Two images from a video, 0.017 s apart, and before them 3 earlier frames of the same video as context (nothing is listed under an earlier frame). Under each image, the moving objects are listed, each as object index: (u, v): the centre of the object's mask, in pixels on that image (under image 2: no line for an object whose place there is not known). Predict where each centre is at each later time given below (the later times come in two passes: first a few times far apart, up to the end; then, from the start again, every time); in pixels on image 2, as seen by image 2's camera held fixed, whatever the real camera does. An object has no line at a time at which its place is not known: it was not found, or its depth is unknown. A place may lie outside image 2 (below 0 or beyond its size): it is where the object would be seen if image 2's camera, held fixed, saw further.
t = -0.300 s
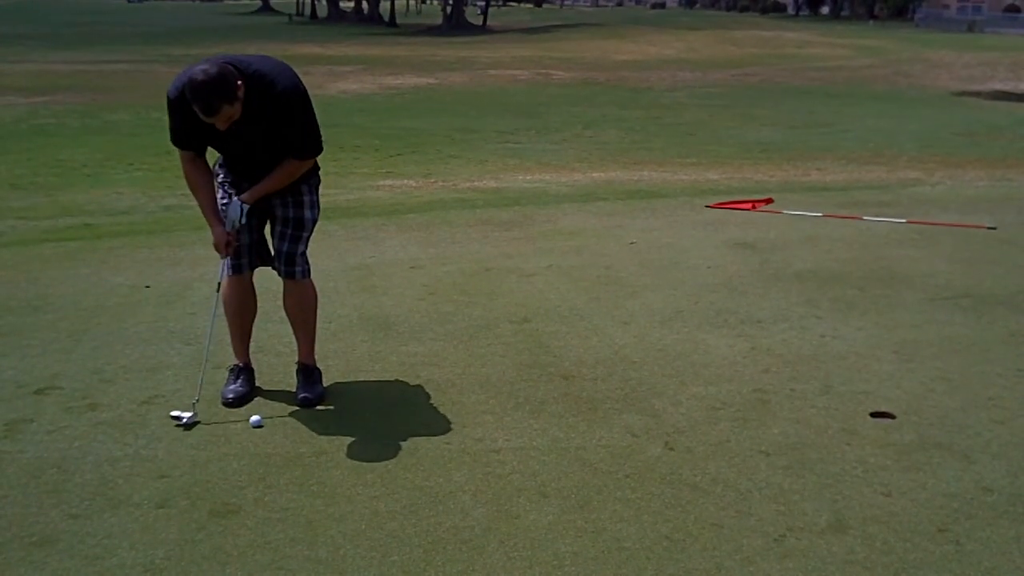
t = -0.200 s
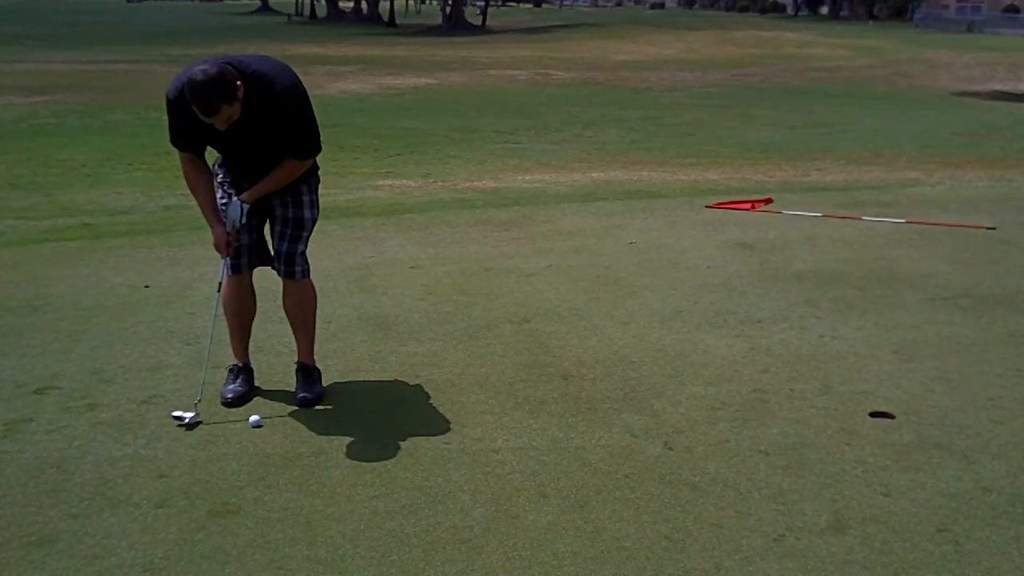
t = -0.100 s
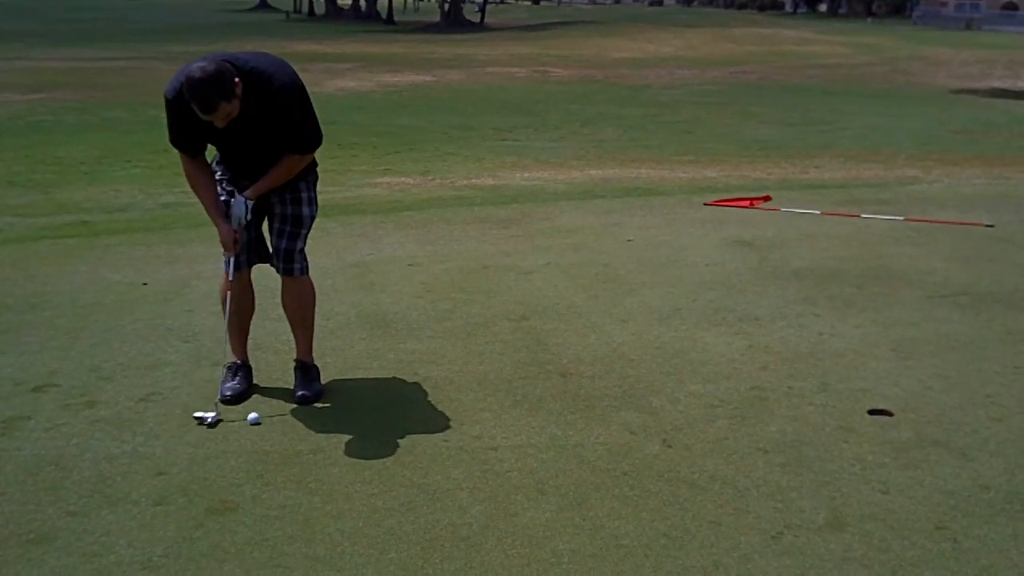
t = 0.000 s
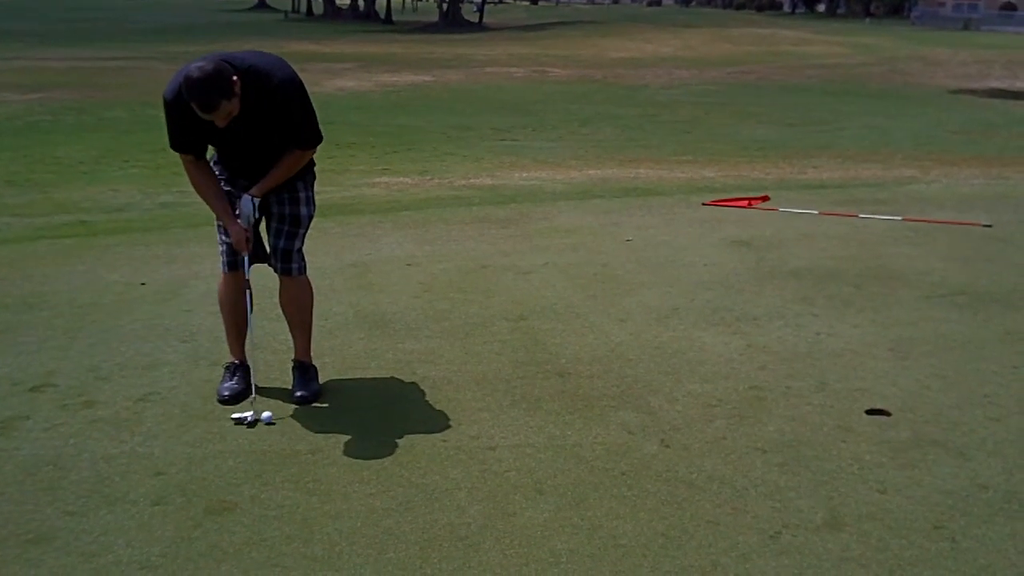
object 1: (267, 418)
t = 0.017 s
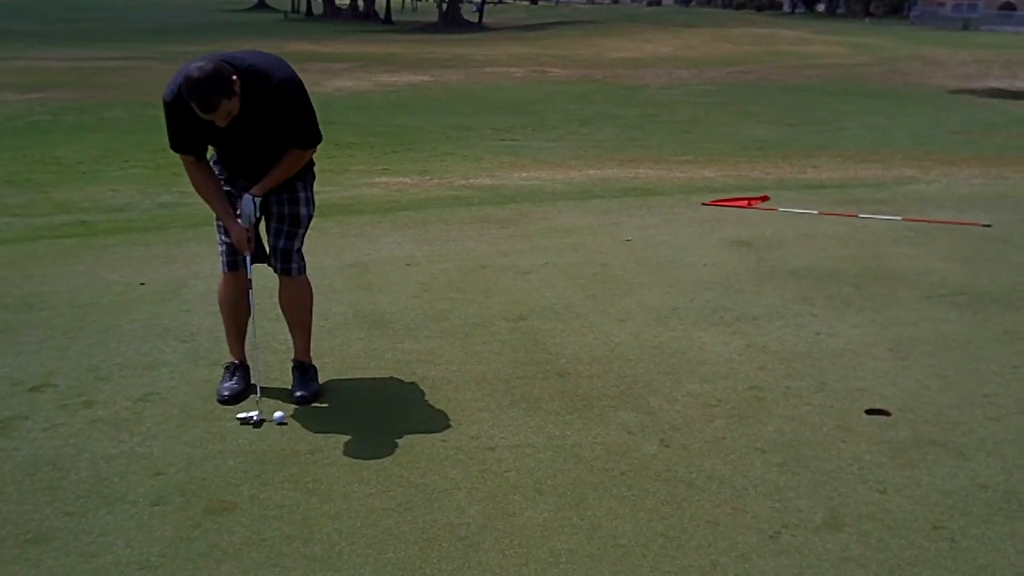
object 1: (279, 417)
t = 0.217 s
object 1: (392, 417)
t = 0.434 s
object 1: (488, 416)
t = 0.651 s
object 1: (575, 415)
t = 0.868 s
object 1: (651, 414)
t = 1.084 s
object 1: (718, 412)
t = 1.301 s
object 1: (773, 411)
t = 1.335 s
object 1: (781, 411)
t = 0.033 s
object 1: (291, 418)
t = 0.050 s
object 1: (302, 418)
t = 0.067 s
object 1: (313, 418)
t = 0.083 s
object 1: (323, 417)
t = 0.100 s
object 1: (333, 417)
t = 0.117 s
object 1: (343, 417)
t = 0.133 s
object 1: (351, 417)
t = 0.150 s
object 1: (359, 417)
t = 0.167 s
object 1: (367, 417)
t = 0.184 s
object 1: (376, 417)
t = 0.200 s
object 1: (383, 417)
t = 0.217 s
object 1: (392, 417)
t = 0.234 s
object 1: (399, 416)
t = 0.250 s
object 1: (407, 417)
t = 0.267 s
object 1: (414, 416)
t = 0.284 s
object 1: (422, 416)
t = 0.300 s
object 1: (430, 416)
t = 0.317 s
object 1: (437, 416)
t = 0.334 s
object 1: (445, 416)
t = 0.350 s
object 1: (452, 416)
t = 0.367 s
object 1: (459, 416)
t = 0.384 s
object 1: (466, 416)
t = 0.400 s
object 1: (474, 416)
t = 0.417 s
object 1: (481, 416)
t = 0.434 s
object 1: (488, 416)
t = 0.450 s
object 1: (495, 416)
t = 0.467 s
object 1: (502, 416)
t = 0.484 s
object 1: (509, 416)
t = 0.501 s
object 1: (516, 416)
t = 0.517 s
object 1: (522, 416)
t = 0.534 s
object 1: (529, 415)
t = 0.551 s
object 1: (536, 415)
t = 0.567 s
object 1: (543, 415)
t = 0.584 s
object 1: (549, 415)
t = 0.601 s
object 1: (556, 415)
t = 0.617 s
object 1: (562, 415)
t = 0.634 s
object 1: (568, 415)
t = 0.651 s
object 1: (575, 415)
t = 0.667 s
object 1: (581, 415)
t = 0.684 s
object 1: (587, 415)
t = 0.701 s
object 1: (593, 415)
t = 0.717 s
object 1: (599, 415)
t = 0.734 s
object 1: (605, 415)
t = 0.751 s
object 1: (611, 415)
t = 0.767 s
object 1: (617, 414)
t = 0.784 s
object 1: (623, 414)
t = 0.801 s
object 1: (629, 414)
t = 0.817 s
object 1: (635, 414)
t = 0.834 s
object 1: (640, 414)
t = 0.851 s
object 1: (646, 414)
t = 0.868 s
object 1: (651, 414)
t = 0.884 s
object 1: (657, 414)
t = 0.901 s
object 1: (662, 414)
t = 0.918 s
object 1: (668, 414)
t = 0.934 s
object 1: (673, 413)
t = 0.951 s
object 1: (678, 413)
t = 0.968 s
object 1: (683, 413)
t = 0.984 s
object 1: (688, 413)
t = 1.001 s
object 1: (694, 413)
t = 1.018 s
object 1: (699, 413)
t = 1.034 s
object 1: (704, 413)
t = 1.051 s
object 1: (709, 413)
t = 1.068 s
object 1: (714, 413)
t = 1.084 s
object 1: (718, 412)
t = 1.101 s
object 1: (722, 412)
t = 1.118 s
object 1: (727, 412)
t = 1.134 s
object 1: (731, 412)
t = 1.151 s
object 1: (736, 412)
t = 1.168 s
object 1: (740, 412)
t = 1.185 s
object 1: (745, 412)
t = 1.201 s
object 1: (749, 412)
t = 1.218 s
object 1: (753, 411)
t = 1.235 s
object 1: (757, 411)
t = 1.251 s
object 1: (762, 411)
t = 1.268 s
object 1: (765, 411)
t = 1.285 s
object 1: (770, 411)
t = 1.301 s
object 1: (773, 411)
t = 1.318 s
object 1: (777, 411)
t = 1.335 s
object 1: (781, 411)
